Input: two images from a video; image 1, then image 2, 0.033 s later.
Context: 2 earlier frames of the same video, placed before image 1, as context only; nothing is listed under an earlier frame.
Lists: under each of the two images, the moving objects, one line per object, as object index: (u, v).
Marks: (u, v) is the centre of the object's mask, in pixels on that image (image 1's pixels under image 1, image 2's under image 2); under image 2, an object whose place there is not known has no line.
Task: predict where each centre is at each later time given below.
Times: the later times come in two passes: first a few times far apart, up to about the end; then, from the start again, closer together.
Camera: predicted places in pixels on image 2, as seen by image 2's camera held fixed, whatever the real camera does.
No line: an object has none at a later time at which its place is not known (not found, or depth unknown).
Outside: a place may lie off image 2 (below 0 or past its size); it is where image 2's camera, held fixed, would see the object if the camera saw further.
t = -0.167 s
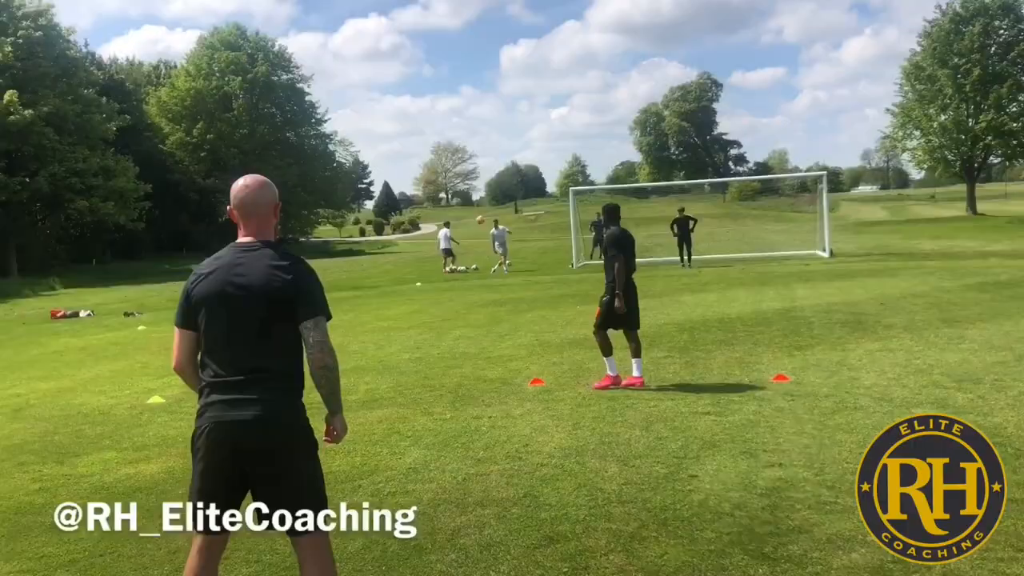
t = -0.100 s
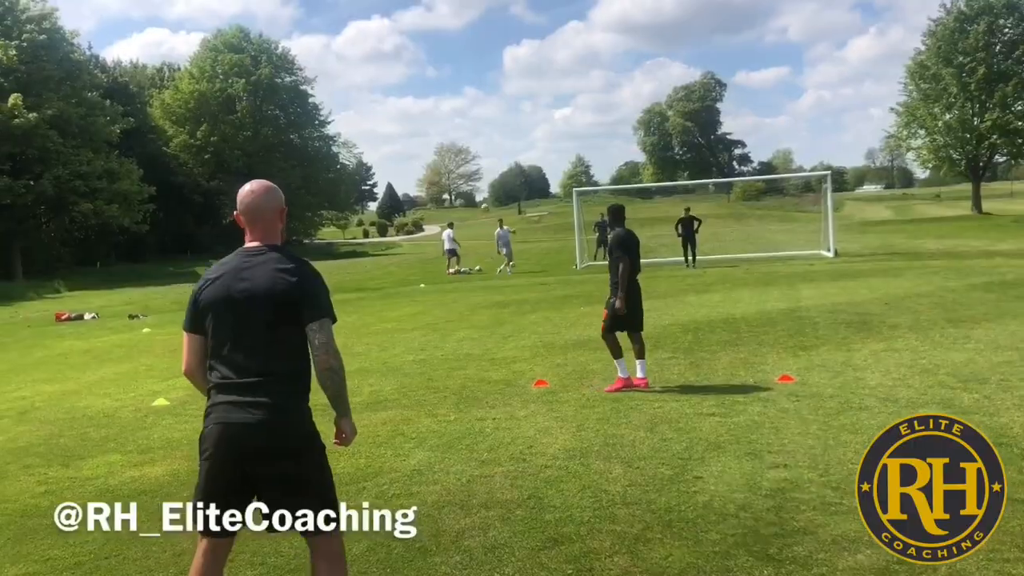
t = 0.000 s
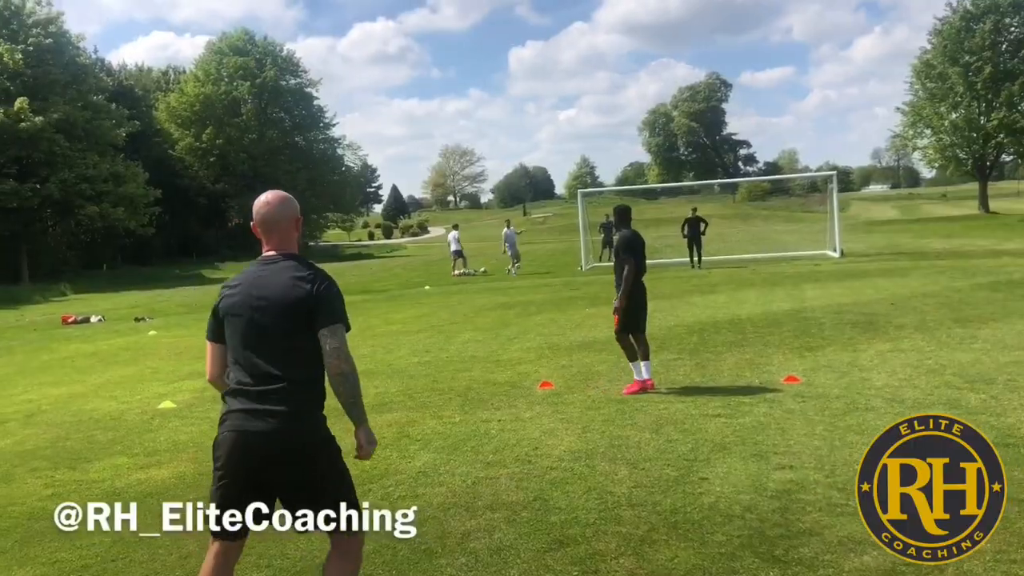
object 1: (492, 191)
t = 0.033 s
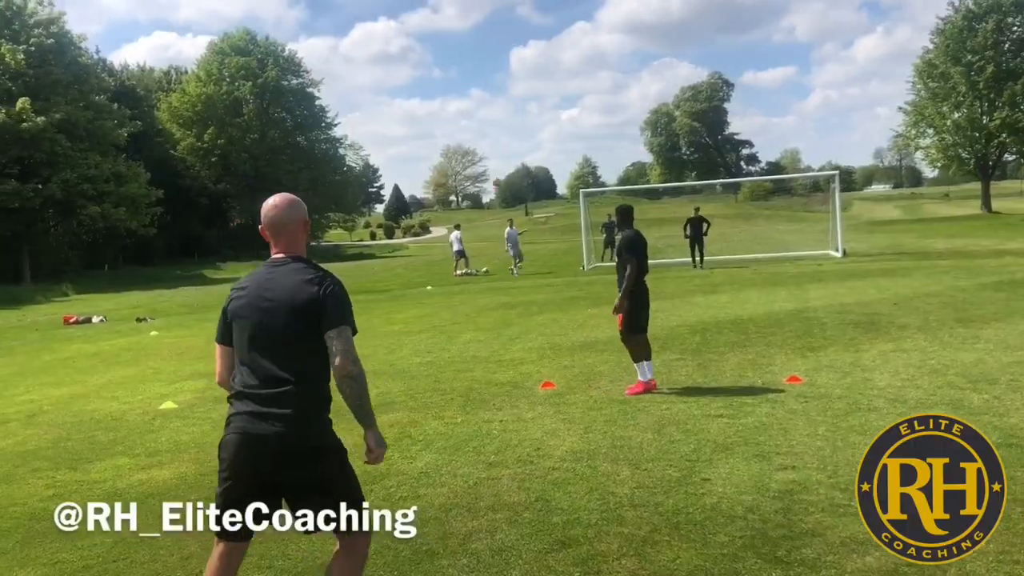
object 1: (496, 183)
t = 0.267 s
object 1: (508, 133)
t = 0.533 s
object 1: (532, 78)
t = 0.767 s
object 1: (568, 39)
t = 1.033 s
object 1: (640, 16)
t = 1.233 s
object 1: (743, 33)
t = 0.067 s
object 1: (497, 175)
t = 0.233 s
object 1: (506, 140)
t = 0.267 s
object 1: (508, 133)
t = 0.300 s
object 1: (511, 126)
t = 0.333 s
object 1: (513, 119)
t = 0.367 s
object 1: (515, 112)
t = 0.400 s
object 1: (518, 105)
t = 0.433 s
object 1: (521, 99)
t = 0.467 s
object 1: (524, 92)
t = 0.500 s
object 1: (528, 85)
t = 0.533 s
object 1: (532, 78)
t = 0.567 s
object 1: (536, 72)
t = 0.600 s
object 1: (540, 66)
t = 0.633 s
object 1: (545, 60)
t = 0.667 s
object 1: (550, 55)
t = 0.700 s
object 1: (555, 49)
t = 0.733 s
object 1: (561, 44)
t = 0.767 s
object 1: (568, 39)
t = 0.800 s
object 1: (574, 34)
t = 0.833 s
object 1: (581, 30)
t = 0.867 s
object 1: (589, 26)
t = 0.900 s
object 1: (598, 23)
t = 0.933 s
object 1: (607, 21)
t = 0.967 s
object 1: (617, 19)
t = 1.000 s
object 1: (628, 17)
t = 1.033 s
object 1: (640, 16)
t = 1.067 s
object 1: (654, 16)
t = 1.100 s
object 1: (668, 18)
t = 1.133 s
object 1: (684, 19)
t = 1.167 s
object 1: (702, 22)
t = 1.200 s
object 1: (721, 27)
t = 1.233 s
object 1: (743, 33)
